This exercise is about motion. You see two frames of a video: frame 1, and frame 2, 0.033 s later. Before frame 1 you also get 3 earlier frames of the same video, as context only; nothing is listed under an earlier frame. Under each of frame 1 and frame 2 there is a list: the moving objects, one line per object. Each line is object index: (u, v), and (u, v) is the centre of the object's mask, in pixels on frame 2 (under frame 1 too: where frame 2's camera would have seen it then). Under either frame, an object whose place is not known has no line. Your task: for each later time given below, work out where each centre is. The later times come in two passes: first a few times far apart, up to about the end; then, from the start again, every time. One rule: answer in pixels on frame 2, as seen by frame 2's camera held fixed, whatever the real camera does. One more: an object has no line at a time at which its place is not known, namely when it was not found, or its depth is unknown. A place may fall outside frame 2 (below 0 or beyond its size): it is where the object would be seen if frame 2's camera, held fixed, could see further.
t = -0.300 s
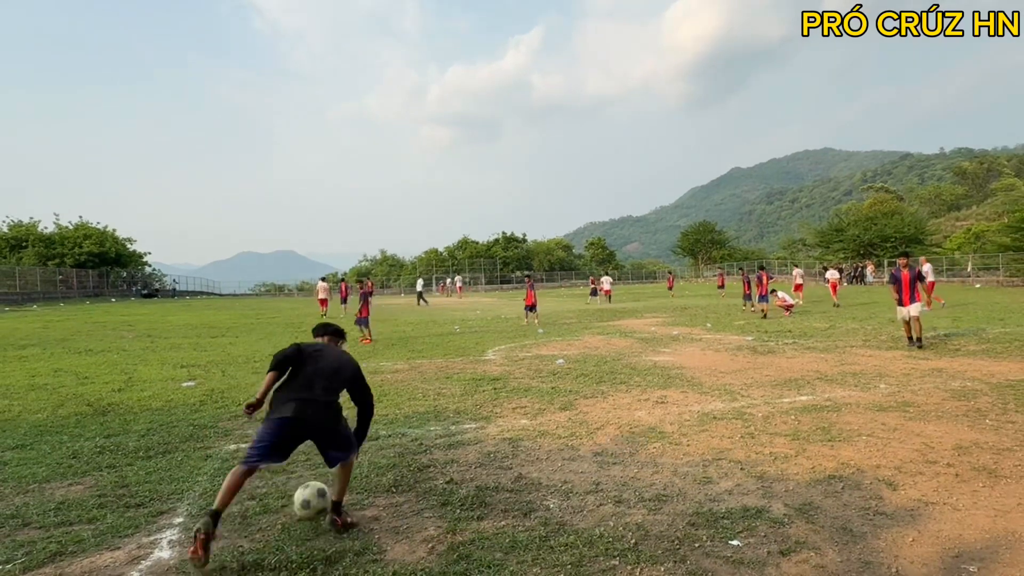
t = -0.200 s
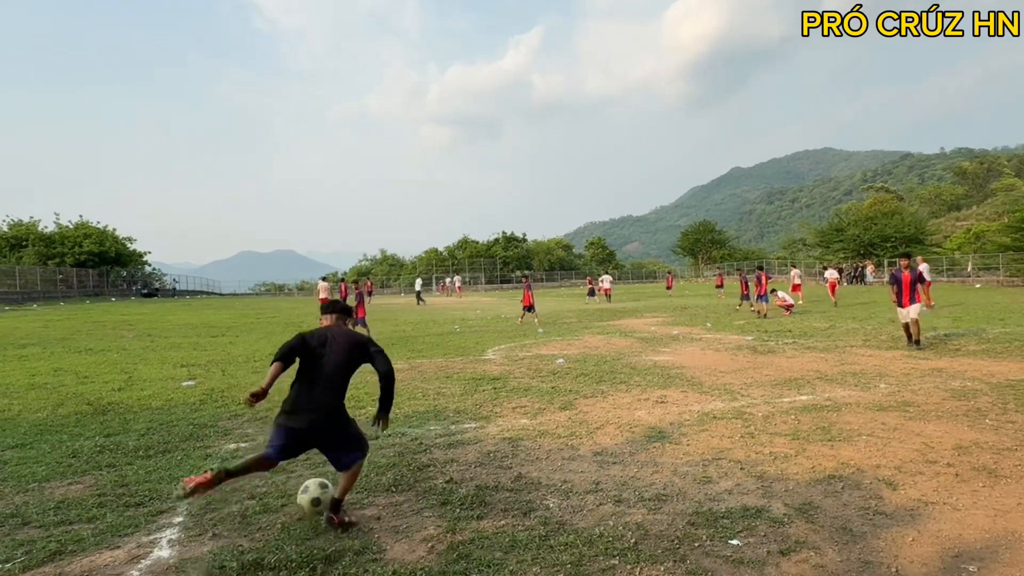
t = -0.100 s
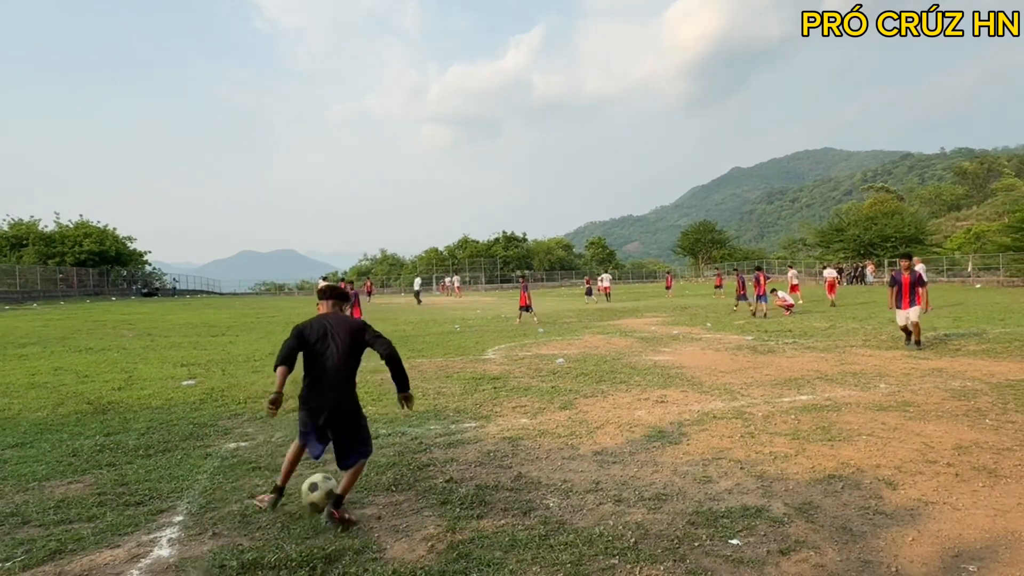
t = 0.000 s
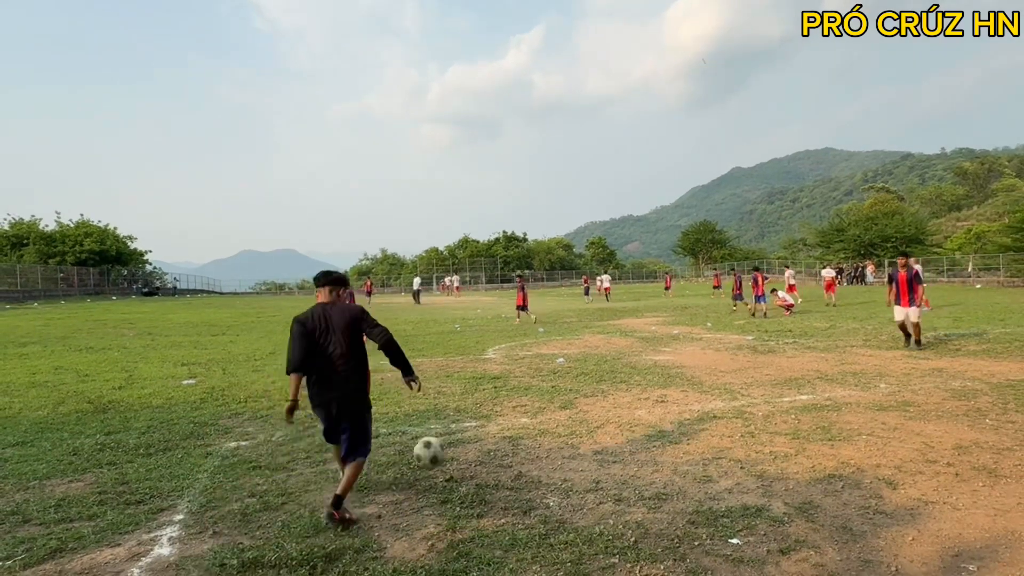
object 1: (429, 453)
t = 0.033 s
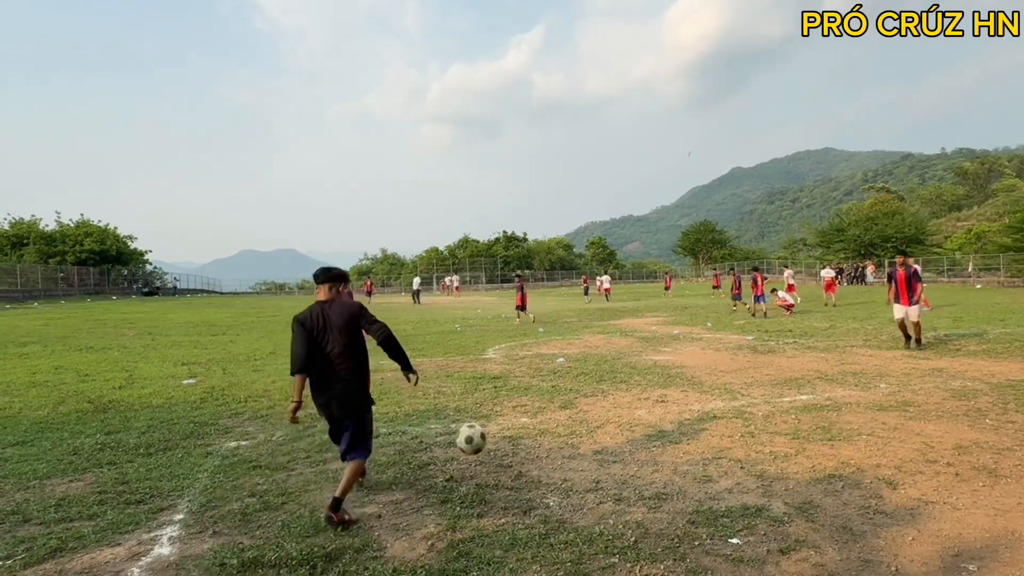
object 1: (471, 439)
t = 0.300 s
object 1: (722, 405)
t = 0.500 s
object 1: (821, 372)
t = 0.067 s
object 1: (510, 429)
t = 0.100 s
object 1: (546, 420)
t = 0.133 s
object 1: (581, 414)
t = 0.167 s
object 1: (612, 409)
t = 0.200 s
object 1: (642, 406)
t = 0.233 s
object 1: (669, 405)
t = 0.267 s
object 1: (697, 404)
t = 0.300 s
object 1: (722, 405)
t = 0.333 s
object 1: (745, 408)
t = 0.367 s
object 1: (765, 405)
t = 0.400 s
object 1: (780, 393)
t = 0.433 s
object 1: (793, 385)
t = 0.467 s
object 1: (807, 377)
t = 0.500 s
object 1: (821, 372)
